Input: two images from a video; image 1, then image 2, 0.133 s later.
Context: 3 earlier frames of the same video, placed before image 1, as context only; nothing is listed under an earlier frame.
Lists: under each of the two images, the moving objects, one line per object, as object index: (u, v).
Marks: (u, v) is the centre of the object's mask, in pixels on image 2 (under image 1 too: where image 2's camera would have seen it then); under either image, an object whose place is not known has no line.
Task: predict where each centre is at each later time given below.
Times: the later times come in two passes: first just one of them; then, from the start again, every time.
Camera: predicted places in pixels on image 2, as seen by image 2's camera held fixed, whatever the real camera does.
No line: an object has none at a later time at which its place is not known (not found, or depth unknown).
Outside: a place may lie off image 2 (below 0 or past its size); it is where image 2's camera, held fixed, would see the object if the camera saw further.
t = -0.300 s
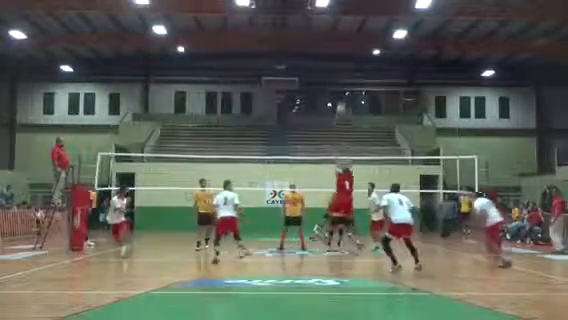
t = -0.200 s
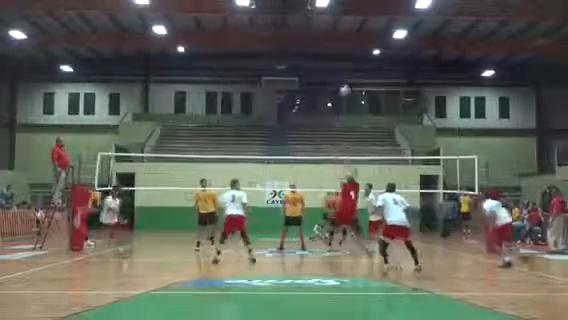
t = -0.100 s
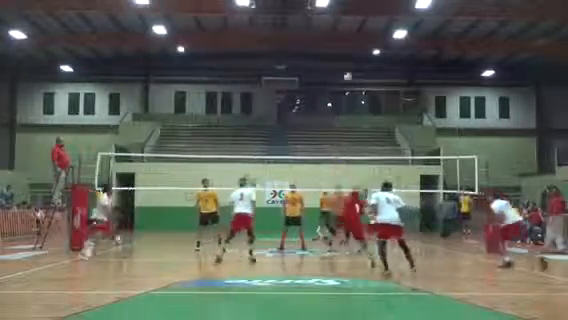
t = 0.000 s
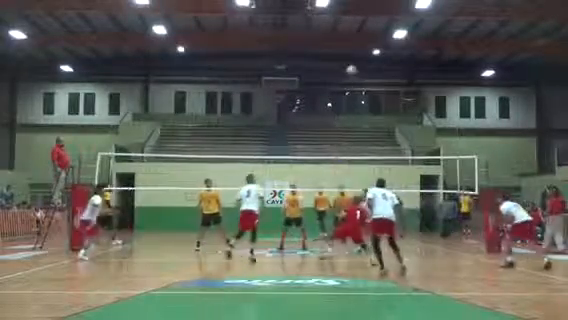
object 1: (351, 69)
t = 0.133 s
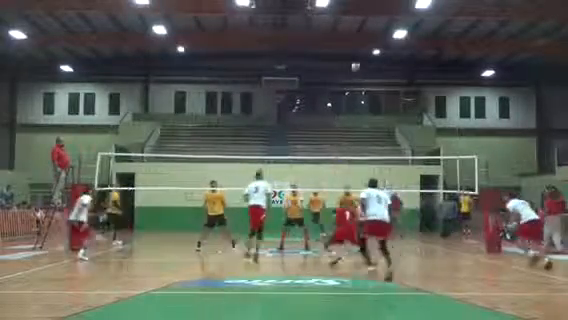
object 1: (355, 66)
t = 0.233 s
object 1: (357, 68)
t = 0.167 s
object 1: (356, 67)
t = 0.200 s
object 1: (356, 67)
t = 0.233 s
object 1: (357, 68)
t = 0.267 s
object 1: (358, 70)
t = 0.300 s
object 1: (359, 72)
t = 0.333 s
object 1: (361, 75)
